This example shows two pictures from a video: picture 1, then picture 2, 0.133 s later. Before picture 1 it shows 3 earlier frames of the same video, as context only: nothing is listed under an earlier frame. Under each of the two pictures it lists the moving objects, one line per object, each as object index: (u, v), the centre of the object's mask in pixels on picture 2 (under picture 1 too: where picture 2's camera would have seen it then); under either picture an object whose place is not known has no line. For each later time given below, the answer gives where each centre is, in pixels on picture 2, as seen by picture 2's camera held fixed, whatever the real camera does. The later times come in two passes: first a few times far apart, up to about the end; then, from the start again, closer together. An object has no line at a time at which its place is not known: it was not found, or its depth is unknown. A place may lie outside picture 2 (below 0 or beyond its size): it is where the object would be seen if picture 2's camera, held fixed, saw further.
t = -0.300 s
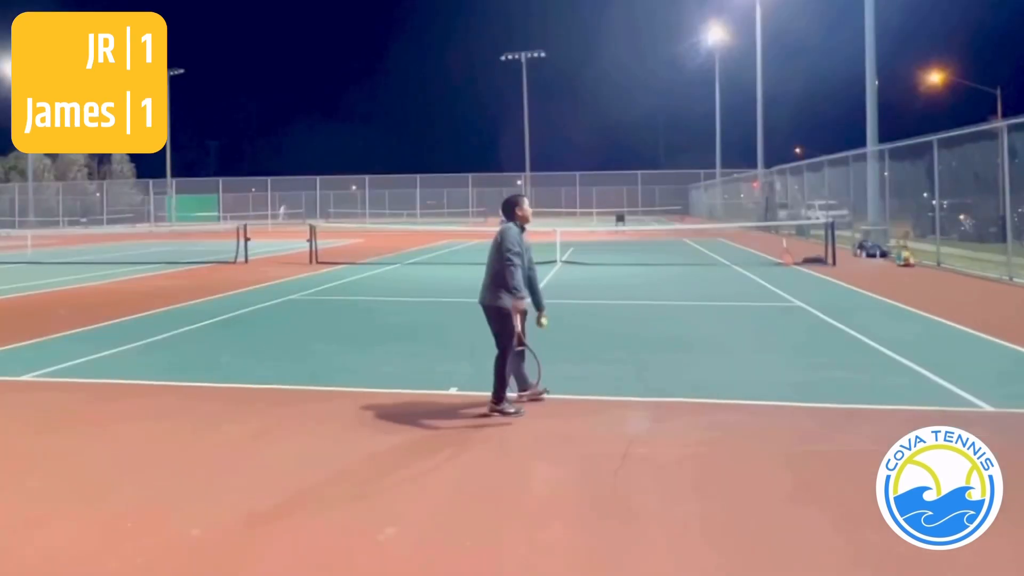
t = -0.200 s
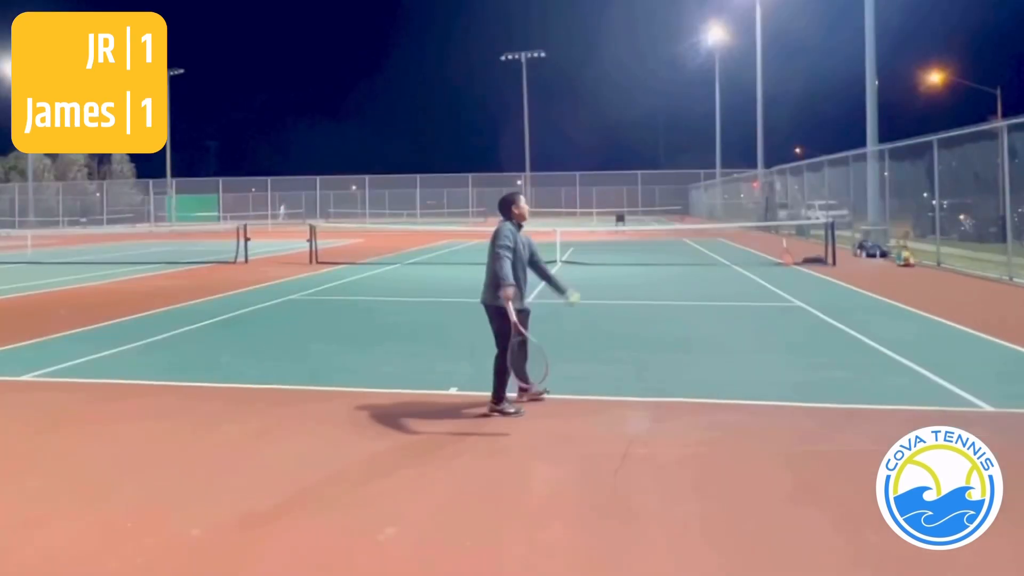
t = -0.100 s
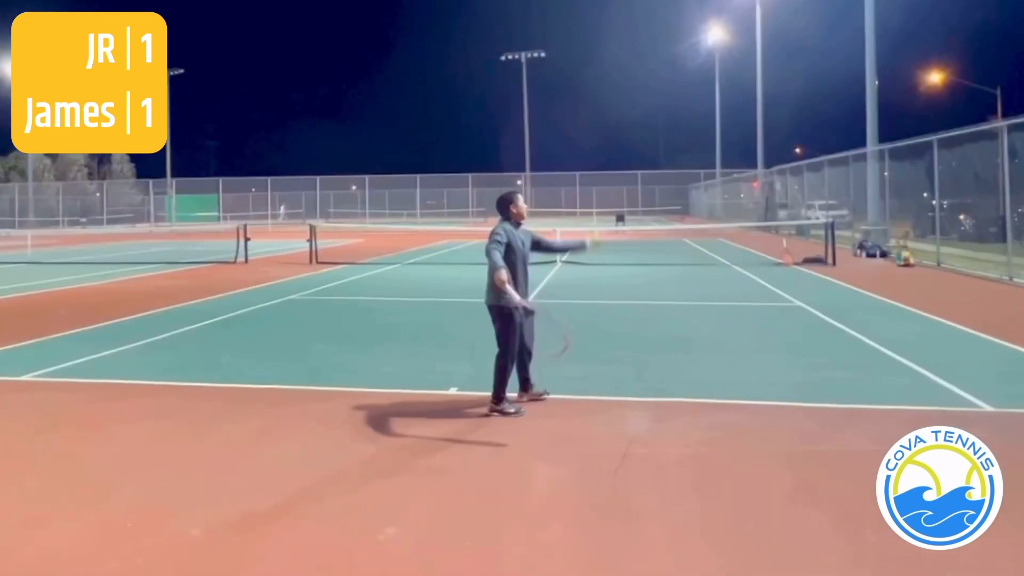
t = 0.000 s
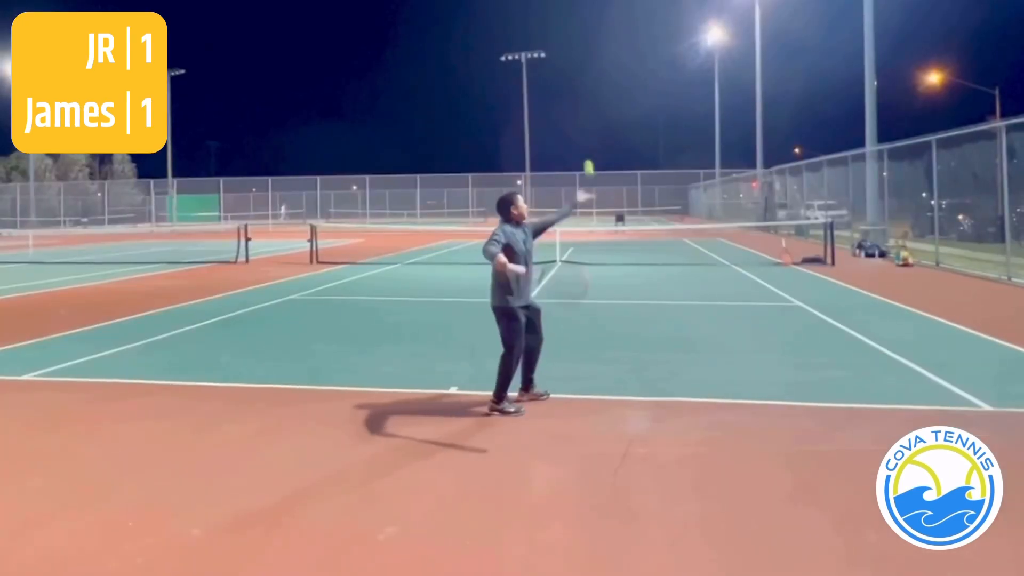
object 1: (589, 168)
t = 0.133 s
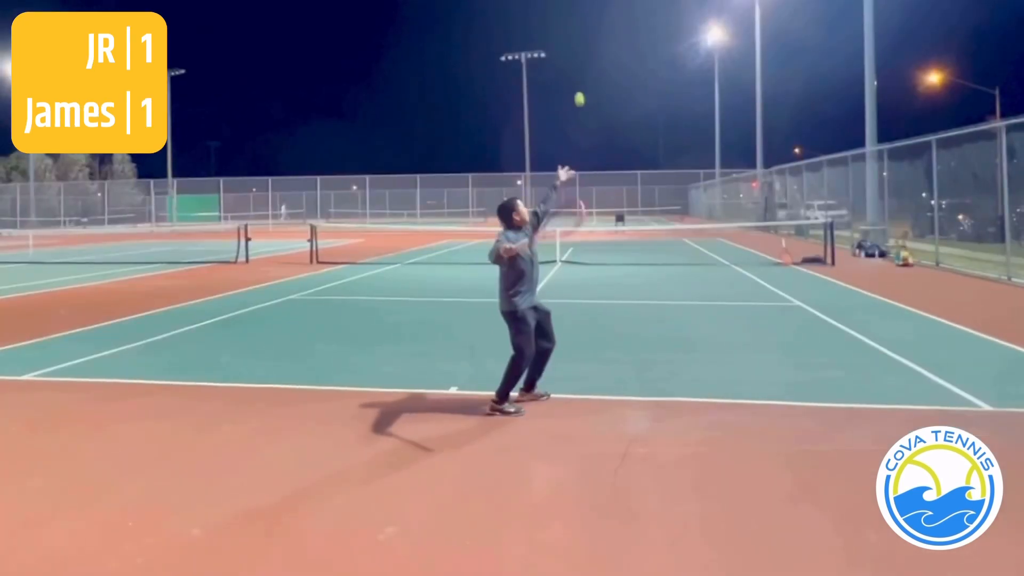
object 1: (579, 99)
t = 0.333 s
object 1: (567, 39)
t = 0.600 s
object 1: (552, 32)
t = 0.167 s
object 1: (577, 86)
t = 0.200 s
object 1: (575, 74)
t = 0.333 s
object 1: (567, 39)
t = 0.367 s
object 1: (565, 34)
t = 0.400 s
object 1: (563, 30)
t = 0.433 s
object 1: (561, 27)
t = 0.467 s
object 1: (559, 26)
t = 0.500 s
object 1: (557, 26)
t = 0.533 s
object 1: (556, 27)
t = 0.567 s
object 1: (554, 29)
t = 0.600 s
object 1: (552, 32)
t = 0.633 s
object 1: (551, 37)
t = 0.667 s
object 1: (549, 43)
